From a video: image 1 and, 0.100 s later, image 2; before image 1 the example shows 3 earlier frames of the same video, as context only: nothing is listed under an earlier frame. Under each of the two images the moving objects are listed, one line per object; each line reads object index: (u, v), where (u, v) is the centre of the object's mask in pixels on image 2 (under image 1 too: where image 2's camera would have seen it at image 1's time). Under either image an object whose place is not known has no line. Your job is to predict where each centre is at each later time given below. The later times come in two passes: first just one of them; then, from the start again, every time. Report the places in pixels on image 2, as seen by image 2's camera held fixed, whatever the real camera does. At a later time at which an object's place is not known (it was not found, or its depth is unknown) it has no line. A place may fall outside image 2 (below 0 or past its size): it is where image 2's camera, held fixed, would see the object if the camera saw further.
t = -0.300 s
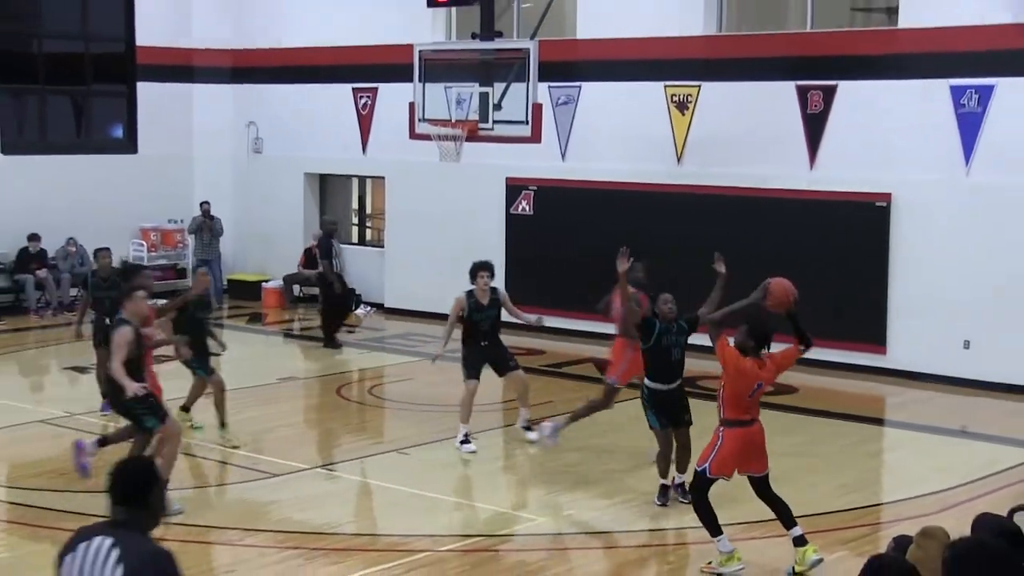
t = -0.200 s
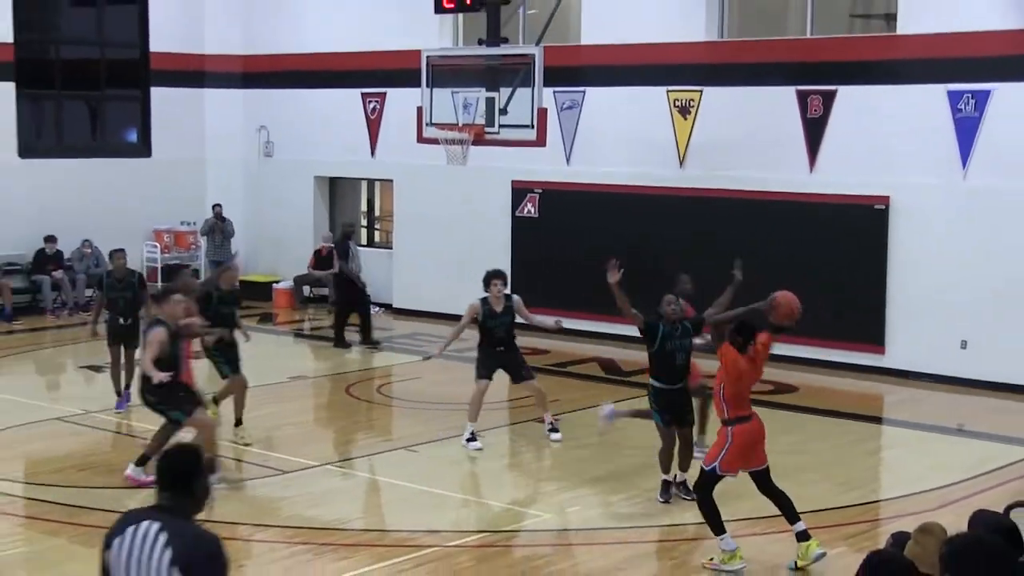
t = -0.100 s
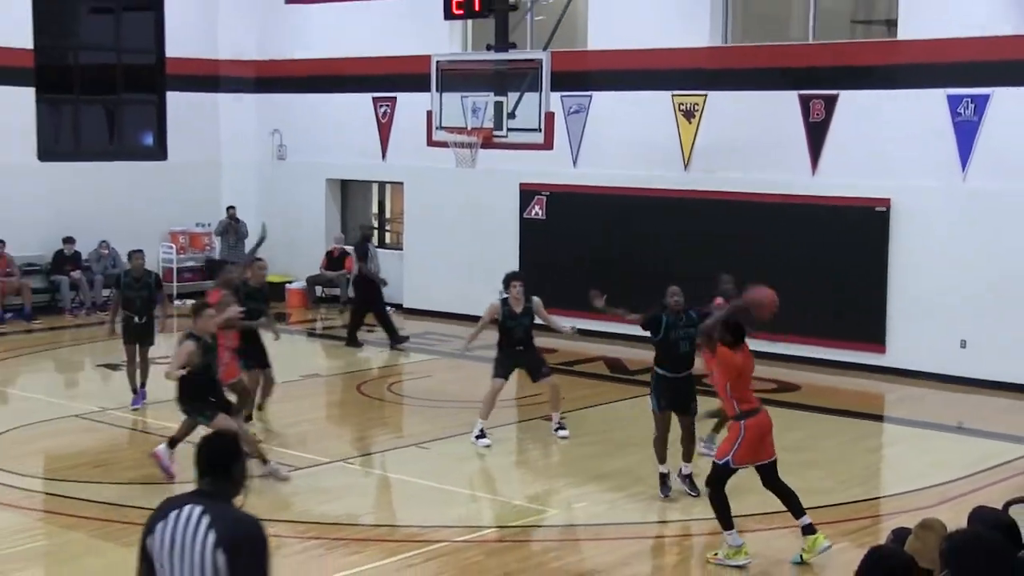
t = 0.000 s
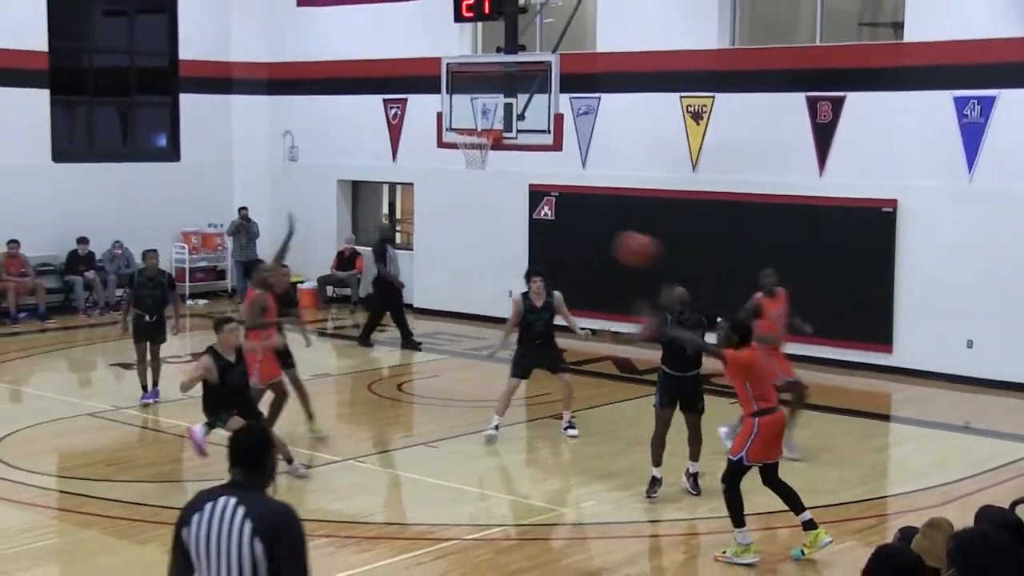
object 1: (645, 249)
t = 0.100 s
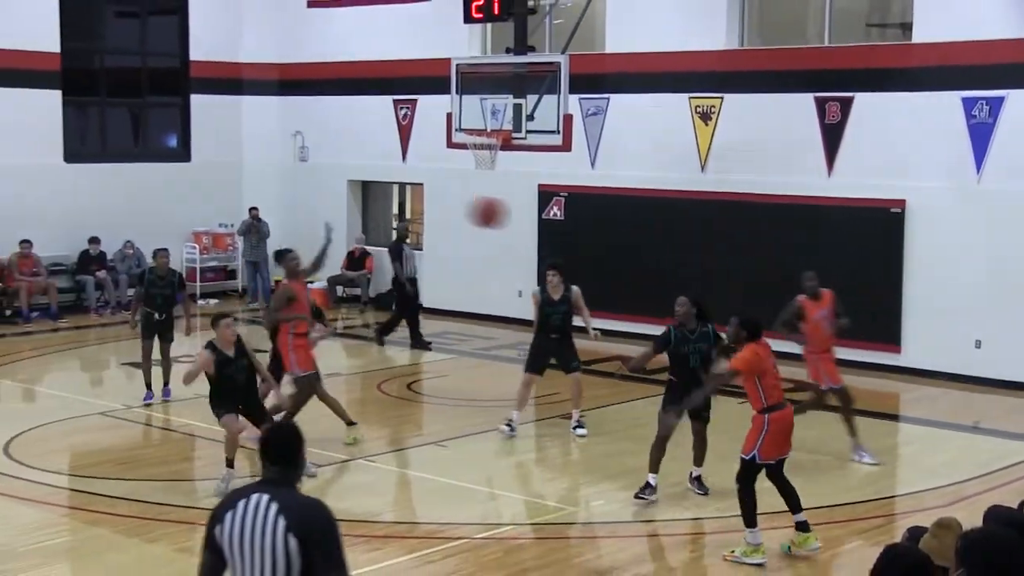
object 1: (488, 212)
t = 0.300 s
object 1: (195, 186)
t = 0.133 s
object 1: (439, 203)
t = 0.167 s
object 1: (384, 195)
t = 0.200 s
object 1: (338, 191)
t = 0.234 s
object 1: (288, 188)
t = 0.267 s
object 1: (241, 186)
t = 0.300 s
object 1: (195, 186)
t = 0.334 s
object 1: (150, 187)
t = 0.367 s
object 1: (106, 189)
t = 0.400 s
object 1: (61, 191)
